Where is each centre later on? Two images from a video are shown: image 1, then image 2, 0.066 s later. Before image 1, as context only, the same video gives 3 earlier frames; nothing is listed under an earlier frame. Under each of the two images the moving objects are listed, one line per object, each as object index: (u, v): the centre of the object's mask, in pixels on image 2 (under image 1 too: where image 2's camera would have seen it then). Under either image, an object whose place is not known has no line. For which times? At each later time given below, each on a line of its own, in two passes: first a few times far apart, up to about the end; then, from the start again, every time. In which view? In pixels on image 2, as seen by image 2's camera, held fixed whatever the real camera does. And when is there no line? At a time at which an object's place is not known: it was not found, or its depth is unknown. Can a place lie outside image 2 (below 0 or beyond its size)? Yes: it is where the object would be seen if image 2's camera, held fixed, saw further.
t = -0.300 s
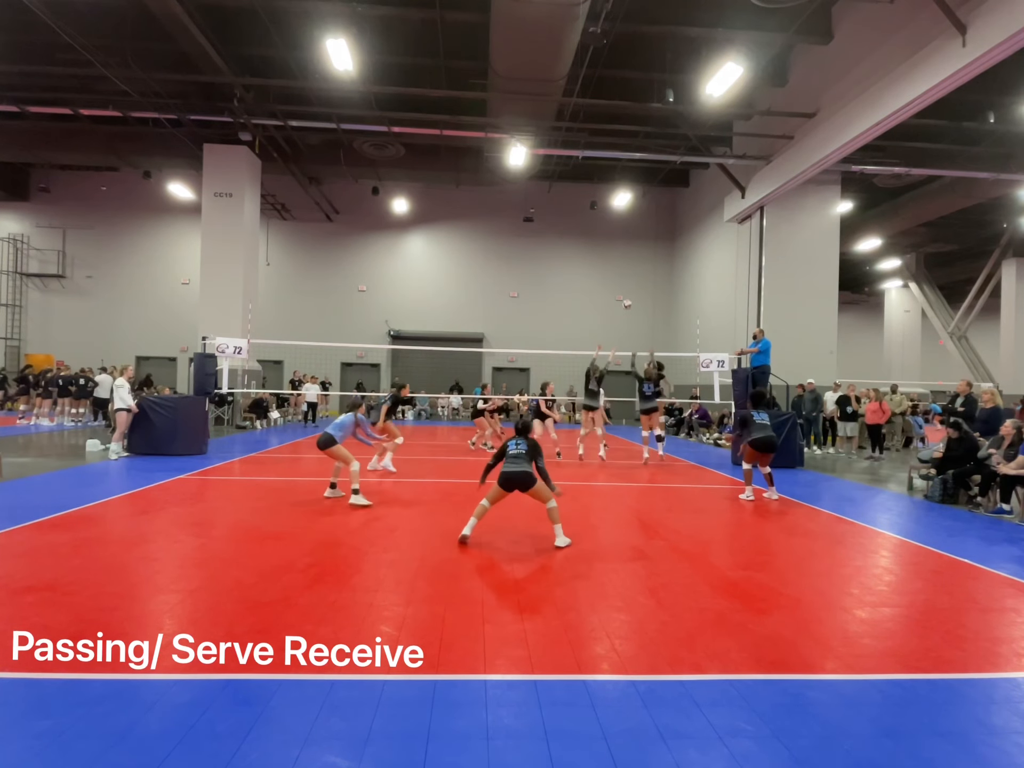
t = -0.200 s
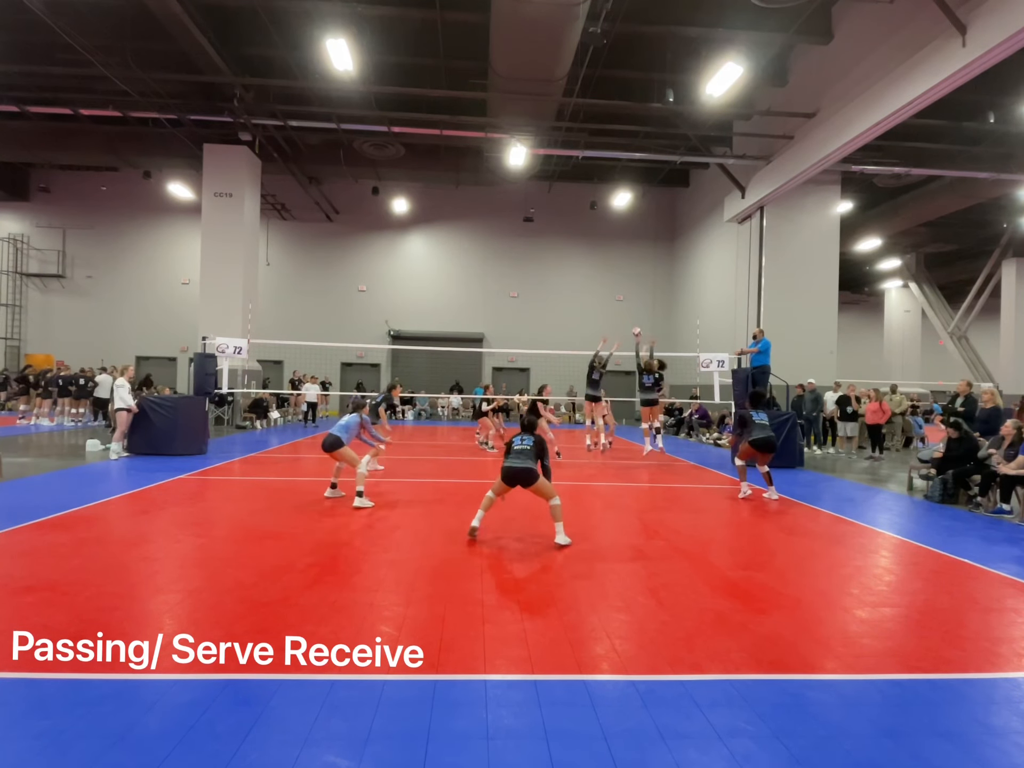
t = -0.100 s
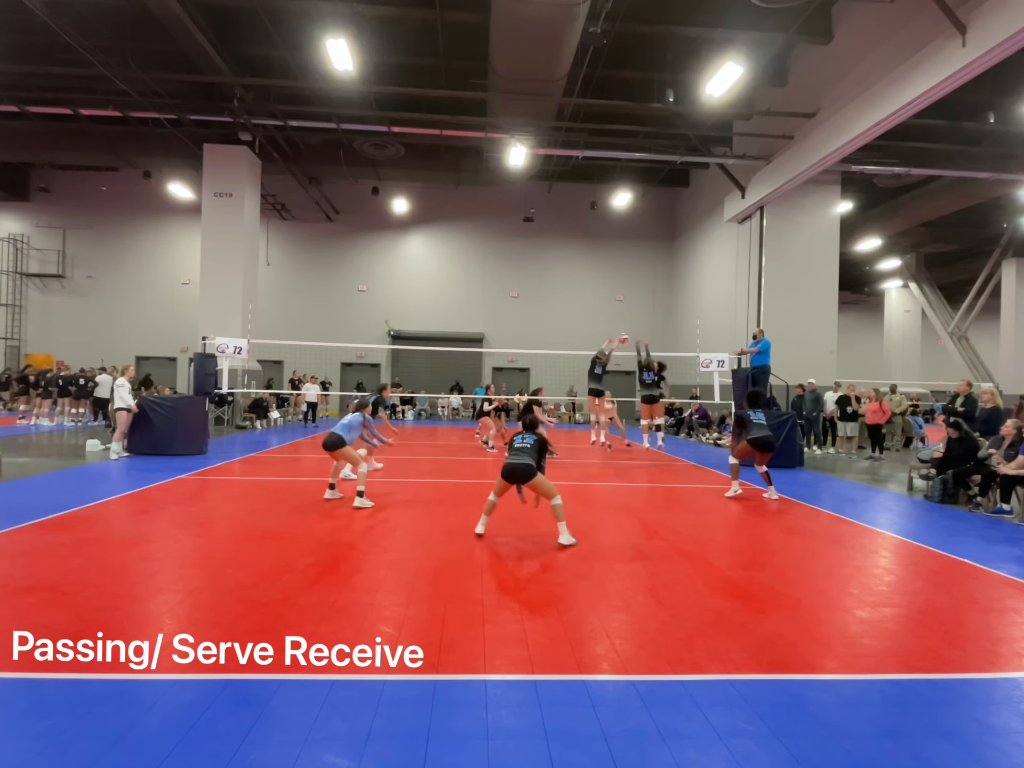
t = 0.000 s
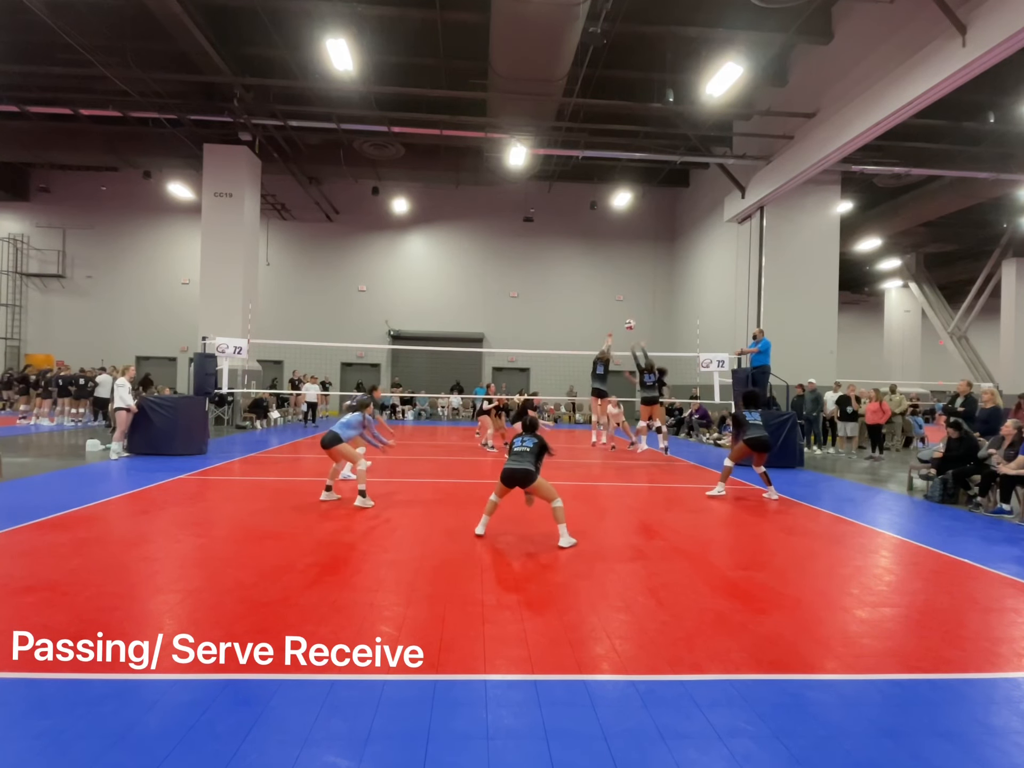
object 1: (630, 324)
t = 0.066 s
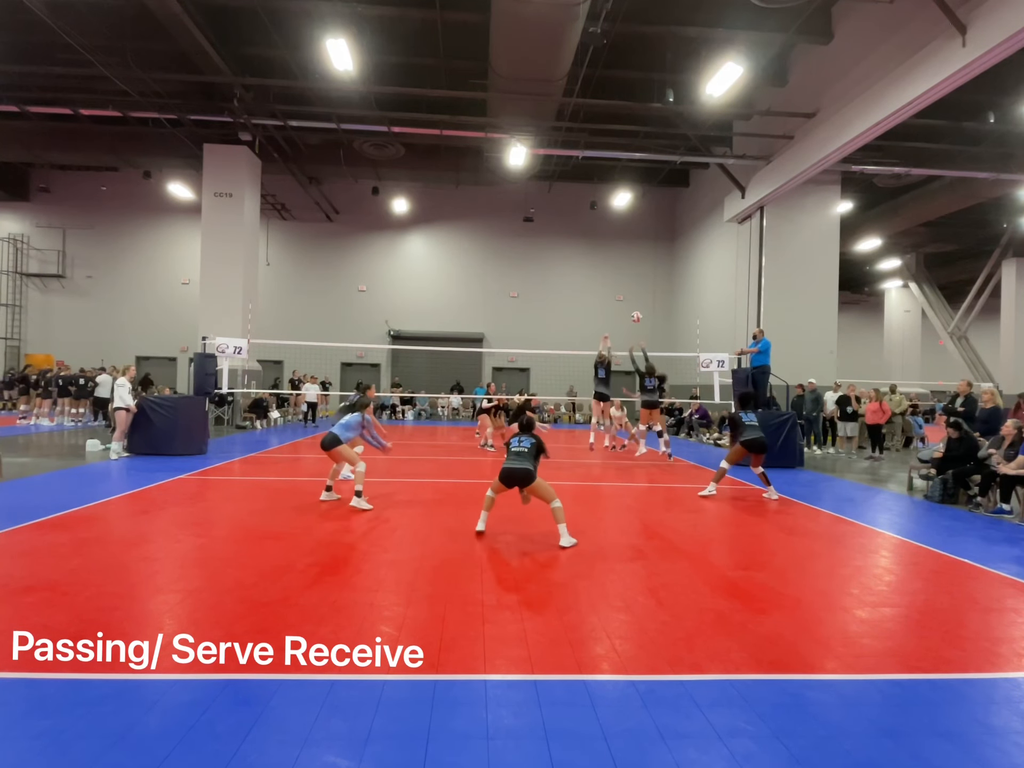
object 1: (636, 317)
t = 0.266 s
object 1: (657, 306)
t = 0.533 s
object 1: (685, 326)
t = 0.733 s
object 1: (707, 368)
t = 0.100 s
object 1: (640, 314)
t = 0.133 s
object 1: (643, 311)
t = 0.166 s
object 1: (646, 309)
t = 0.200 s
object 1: (650, 307)
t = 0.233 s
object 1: (653, 306)
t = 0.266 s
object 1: (657, 306)
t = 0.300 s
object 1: (660, 306)
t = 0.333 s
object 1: (664, 307)
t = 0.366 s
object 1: (667, 309)
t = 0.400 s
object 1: (670, 311)
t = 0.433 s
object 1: (675, 313)
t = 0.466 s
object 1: (678, 317)
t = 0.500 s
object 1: (681, 321)
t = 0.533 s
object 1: (685, 326)
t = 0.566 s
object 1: (689, 331)
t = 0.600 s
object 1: (692, 337)
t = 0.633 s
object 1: (696, 344)
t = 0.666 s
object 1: (700, 352)
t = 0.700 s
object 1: (704, 360)
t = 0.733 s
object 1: (707, 368)
